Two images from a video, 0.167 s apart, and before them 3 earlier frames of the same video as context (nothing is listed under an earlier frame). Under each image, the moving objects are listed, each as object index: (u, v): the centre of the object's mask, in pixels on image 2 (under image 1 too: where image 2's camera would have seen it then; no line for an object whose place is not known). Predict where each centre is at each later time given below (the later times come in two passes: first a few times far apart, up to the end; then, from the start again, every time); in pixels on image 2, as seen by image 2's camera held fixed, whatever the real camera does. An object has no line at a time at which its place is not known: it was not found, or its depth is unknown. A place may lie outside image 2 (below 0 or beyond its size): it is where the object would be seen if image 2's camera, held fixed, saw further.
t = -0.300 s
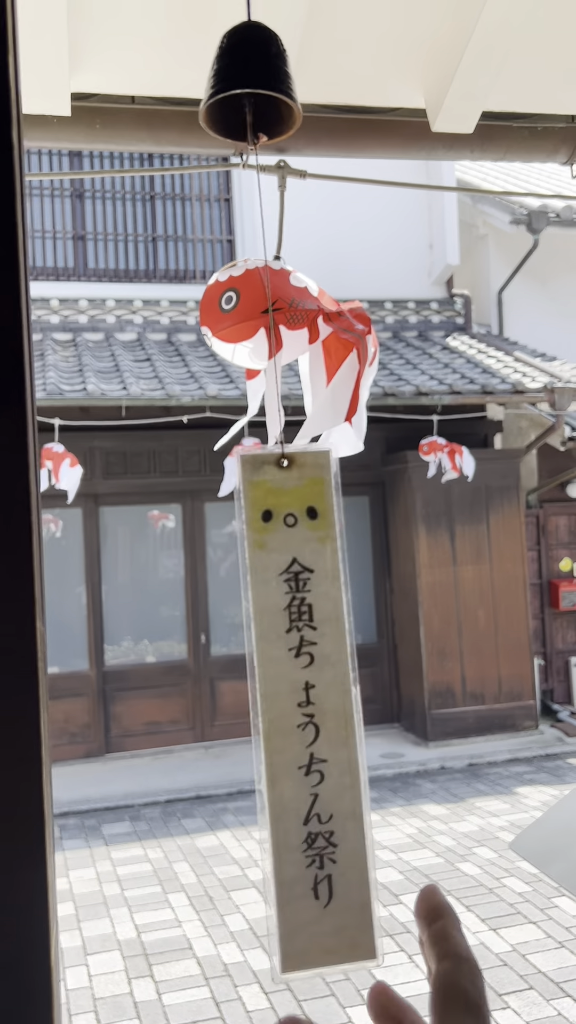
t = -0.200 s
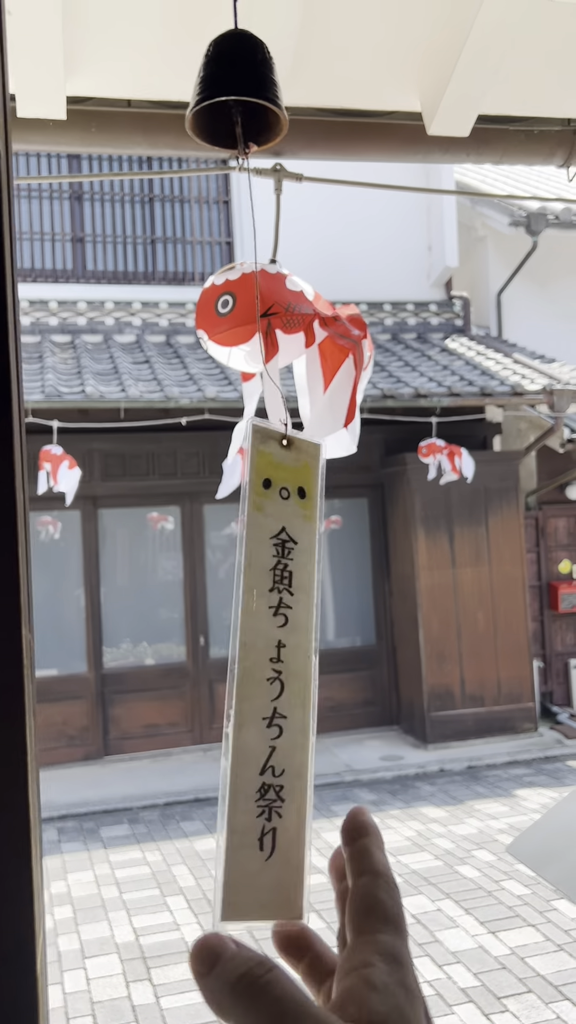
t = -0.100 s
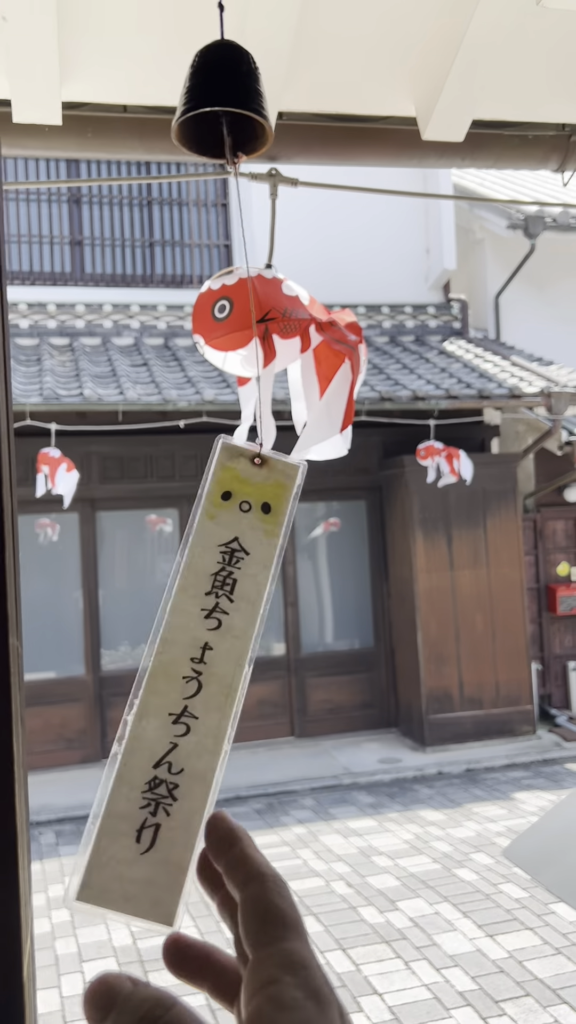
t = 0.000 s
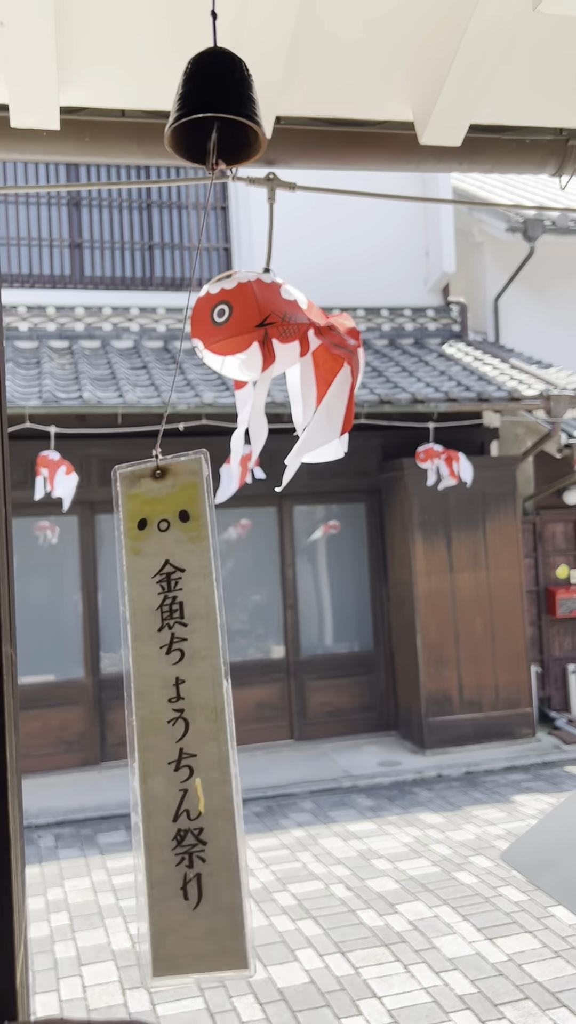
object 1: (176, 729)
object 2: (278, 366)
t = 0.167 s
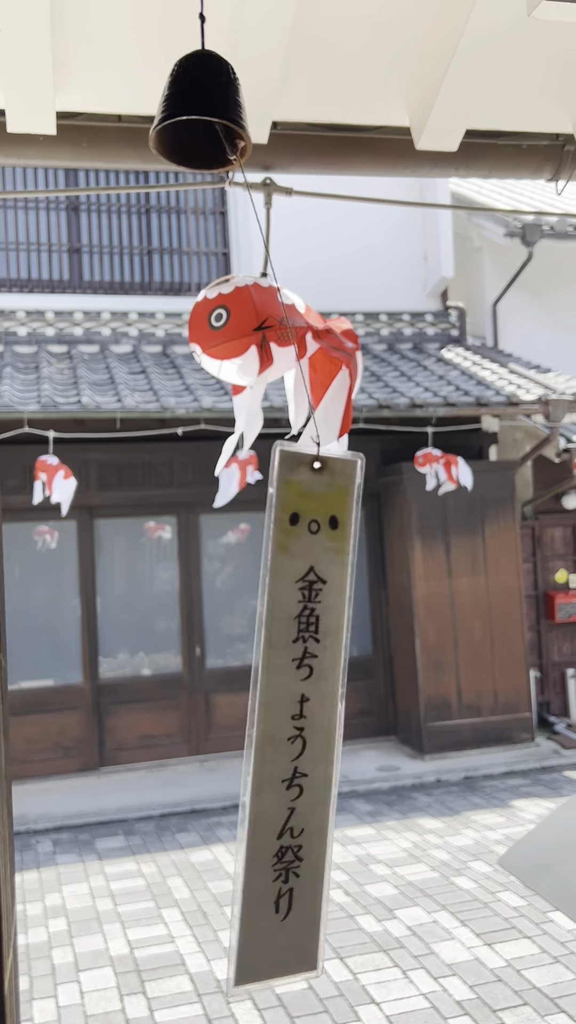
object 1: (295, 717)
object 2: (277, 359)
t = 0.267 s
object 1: (324, 729)
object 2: (280, 366)
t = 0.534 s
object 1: (236, 717)
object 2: (280, 368)
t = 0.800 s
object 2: (277, 364)
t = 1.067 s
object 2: (274, 362)
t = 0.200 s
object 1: (310, 725)
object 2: (278, 360)
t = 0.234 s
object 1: (321, 731)
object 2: (279, 364)
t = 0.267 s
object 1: (324, 729)
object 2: (280, 366)
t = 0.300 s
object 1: (322, 727)
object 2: (280, 367)
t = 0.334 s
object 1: (310, 704)
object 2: (280, 368)
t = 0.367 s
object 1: (302, 699)
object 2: (280, 368)
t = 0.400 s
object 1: (298, 702)
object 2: (280, 367)
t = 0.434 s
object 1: (290, 707)
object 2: (280, 366)
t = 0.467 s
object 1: (276, 711)
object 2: (279, 367)
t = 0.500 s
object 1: (256, 715)
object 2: (280, 366)
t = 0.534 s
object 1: (236, 717)
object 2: (280, 368)
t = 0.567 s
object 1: (216, 716)
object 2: (280, 367)
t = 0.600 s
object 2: (279, 368)
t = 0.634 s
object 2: (278, 369)
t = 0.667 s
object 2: (277, 369)
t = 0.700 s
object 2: (277, 367)
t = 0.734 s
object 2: (277, 366)
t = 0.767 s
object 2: (277, 365)
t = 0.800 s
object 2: (277, 364)
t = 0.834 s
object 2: (276, 363)
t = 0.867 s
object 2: (276, 362)
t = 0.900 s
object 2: (276, 362)
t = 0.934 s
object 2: (276, 362)
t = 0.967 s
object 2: (275, 362)
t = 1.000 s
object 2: (275, 362)
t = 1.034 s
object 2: (274, 362)
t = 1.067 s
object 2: (274, 362)
